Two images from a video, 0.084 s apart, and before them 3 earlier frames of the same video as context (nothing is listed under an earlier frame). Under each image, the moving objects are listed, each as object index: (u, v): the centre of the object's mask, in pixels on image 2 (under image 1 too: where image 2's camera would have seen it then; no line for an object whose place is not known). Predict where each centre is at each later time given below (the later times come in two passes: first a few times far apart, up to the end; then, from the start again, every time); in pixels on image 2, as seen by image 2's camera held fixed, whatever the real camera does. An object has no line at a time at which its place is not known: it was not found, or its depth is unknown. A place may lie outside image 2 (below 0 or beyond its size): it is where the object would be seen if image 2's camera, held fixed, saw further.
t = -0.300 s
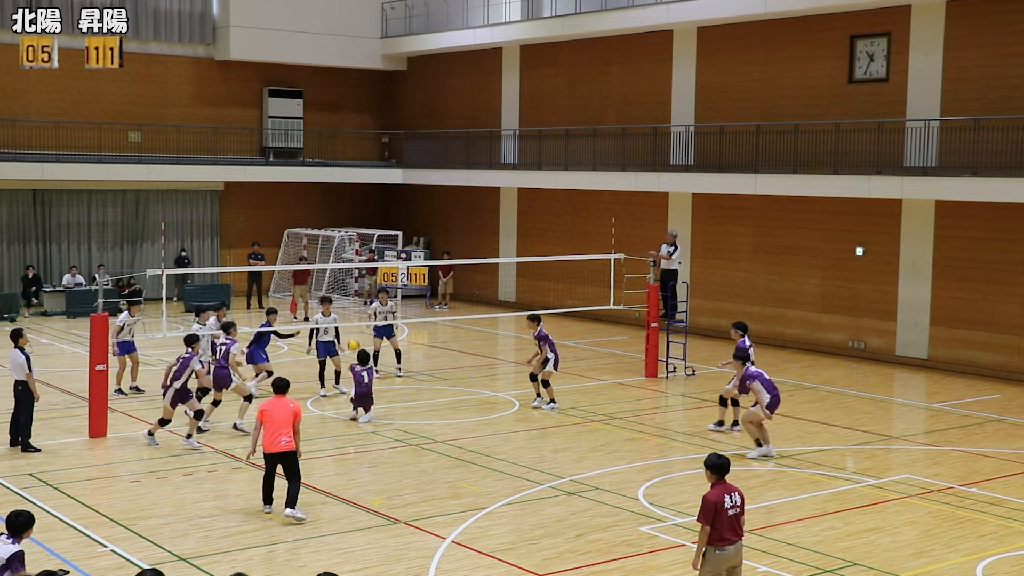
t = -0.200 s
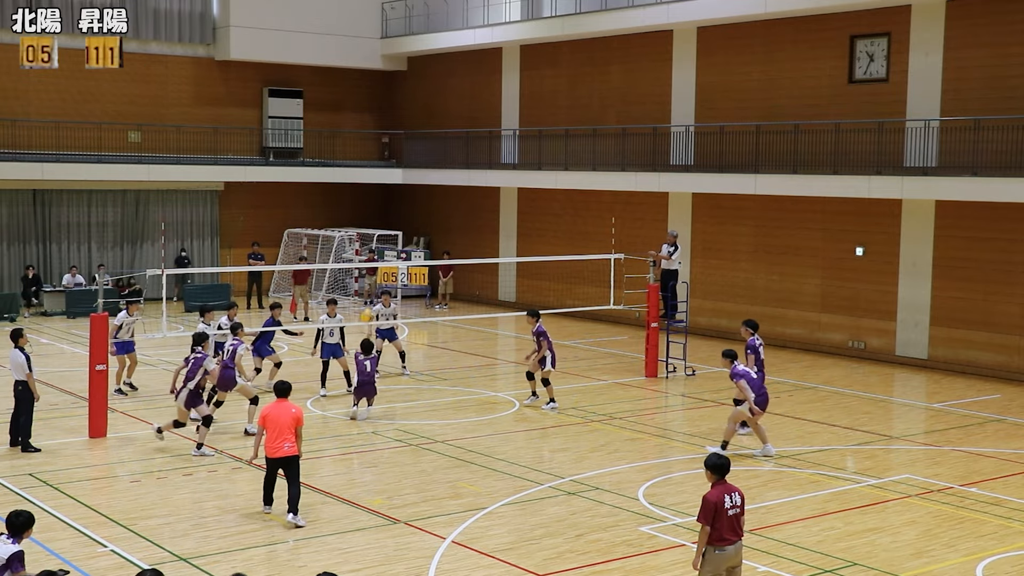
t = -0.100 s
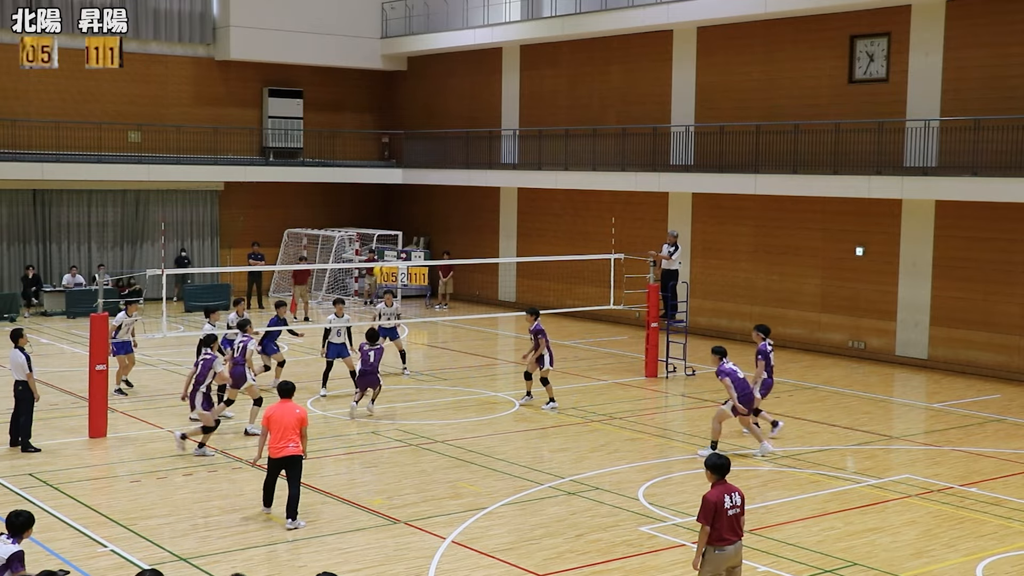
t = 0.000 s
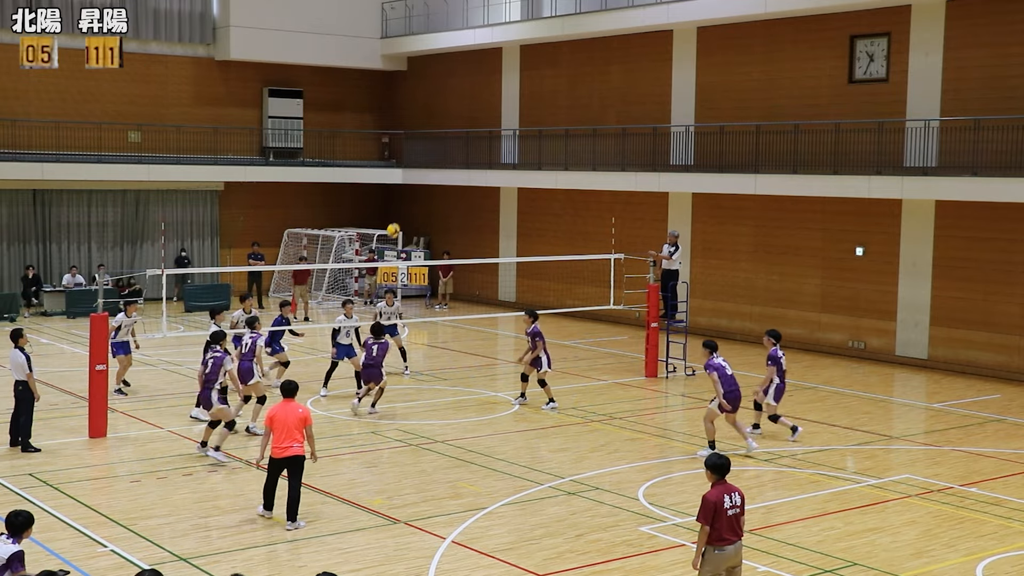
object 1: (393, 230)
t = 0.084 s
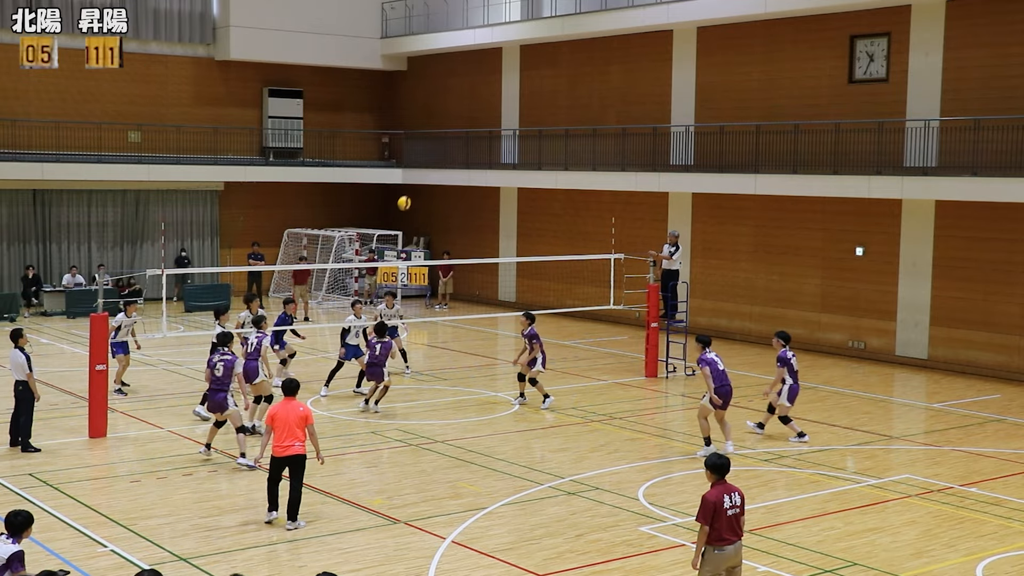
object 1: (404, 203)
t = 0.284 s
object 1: (429, 155)
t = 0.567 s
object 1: (463, 131)
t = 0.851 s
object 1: (494, 154)
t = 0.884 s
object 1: (498, 159)
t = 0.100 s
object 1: (406, 198)
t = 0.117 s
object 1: (408, 193)
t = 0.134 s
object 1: (410, 189)
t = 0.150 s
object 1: (412, 185)
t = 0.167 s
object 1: (414, 181)
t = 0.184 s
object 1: (416, 175)
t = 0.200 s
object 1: (419, 171)
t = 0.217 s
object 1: (421, 168)
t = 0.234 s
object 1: (423, 164)
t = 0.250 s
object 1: (425, 161)
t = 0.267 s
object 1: (427, 158)
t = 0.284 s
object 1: (429, 155)
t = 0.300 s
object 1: (431, 152)
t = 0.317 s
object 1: (433, 150)
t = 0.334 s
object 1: (435, 147)
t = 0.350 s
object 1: (437, 145)
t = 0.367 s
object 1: (439, 143)
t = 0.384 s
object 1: (441, 141)
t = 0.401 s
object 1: (443, 139)
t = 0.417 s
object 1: (445, 138)
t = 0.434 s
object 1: (447, 136)
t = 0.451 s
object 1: (449, 135)
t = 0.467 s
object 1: (451, 134)
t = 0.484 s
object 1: (453, 133)
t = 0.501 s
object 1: (455, 132)
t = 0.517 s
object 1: (457, 132)
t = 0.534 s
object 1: (459, 131)
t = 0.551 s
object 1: (461, 131)
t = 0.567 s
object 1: (463, 131)
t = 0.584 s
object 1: (465, 131)
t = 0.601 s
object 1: (467, 131)
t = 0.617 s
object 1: (469, 131)
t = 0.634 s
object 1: (471, 132)
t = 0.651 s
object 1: (472, 133)
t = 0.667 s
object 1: (474, 134)
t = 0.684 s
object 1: (476, 135)
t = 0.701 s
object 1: (478, 136)
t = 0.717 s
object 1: (480, 137)
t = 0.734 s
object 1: (482, 139)
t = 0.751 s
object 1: (484, 141)
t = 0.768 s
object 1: (485, 142)
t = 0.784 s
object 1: (487, 144)
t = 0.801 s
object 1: (489, 146)
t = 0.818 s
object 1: (490, 149)
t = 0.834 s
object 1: (492, 151)
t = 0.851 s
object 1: (494, 154)
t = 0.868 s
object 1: (496, 156)
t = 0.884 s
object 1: (498, 159)
